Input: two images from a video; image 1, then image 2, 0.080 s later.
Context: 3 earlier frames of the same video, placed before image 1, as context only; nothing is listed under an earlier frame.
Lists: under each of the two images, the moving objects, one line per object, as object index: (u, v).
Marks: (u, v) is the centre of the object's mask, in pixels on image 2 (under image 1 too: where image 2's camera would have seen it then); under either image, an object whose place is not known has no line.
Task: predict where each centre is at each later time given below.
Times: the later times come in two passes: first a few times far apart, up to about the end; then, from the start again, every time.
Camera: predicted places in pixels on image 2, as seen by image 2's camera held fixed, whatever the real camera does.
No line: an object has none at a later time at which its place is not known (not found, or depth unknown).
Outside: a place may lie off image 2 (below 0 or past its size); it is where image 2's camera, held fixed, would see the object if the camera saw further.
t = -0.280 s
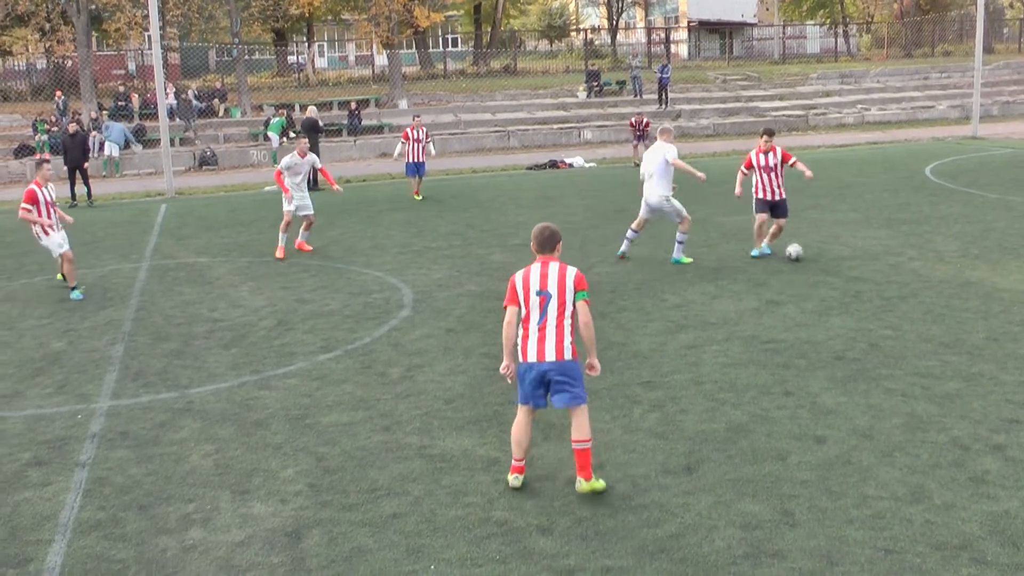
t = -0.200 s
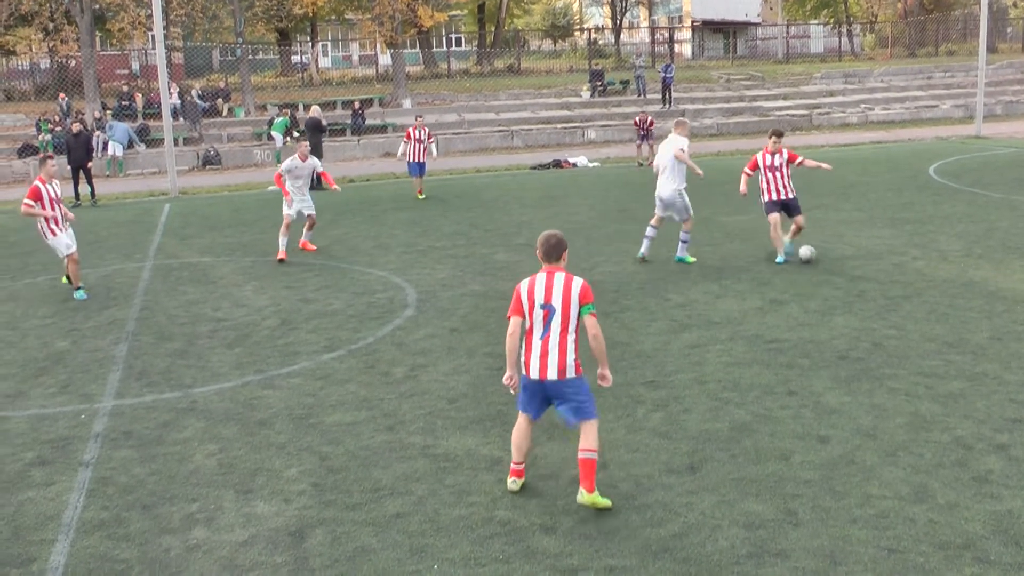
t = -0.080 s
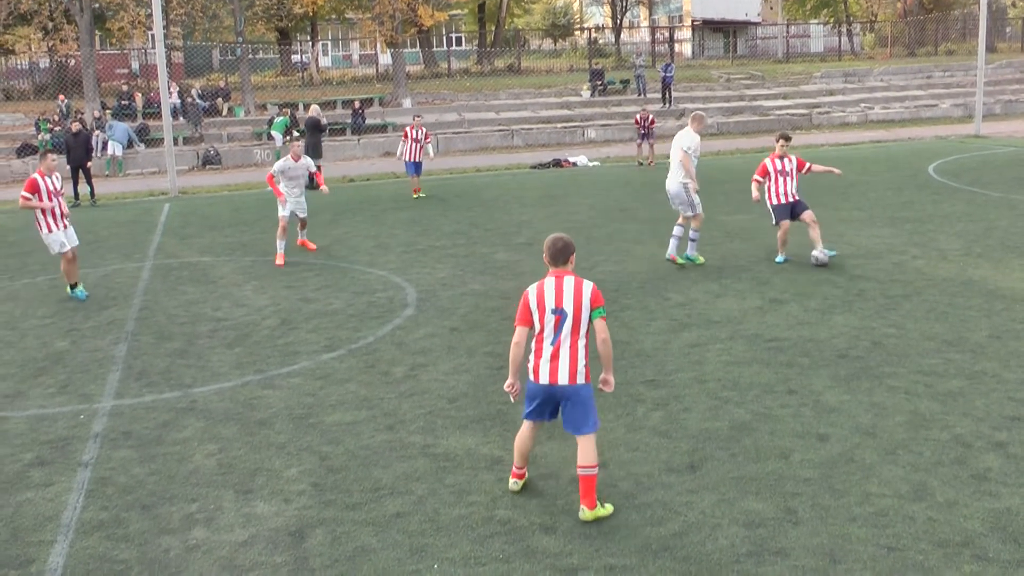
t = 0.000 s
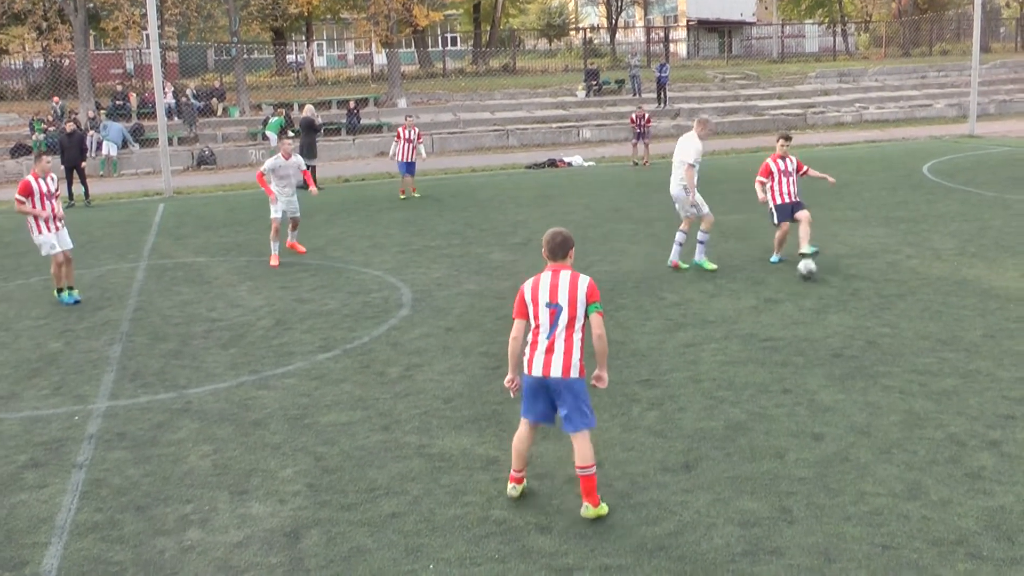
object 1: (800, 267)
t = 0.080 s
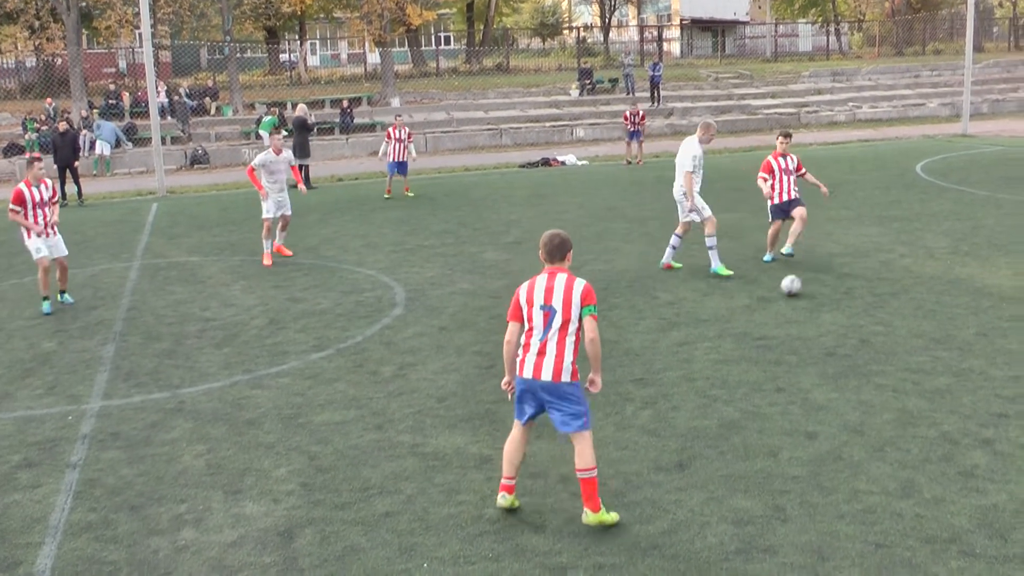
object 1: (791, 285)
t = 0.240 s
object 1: (770, 321)
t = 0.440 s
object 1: (741, 374)
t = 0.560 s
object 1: (721, 410)
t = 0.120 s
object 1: (786, 293)
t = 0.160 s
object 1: (780, 303)
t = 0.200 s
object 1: (775, 311)
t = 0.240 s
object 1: (770, 321)
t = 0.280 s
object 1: (765, 329)
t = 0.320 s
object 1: (759, 339)
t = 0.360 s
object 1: (753, 351)
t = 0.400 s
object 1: (747, 361)
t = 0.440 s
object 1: (741, 374)
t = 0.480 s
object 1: (734, 384)
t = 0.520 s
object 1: (727, 397)
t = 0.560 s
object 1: (721, 410)
